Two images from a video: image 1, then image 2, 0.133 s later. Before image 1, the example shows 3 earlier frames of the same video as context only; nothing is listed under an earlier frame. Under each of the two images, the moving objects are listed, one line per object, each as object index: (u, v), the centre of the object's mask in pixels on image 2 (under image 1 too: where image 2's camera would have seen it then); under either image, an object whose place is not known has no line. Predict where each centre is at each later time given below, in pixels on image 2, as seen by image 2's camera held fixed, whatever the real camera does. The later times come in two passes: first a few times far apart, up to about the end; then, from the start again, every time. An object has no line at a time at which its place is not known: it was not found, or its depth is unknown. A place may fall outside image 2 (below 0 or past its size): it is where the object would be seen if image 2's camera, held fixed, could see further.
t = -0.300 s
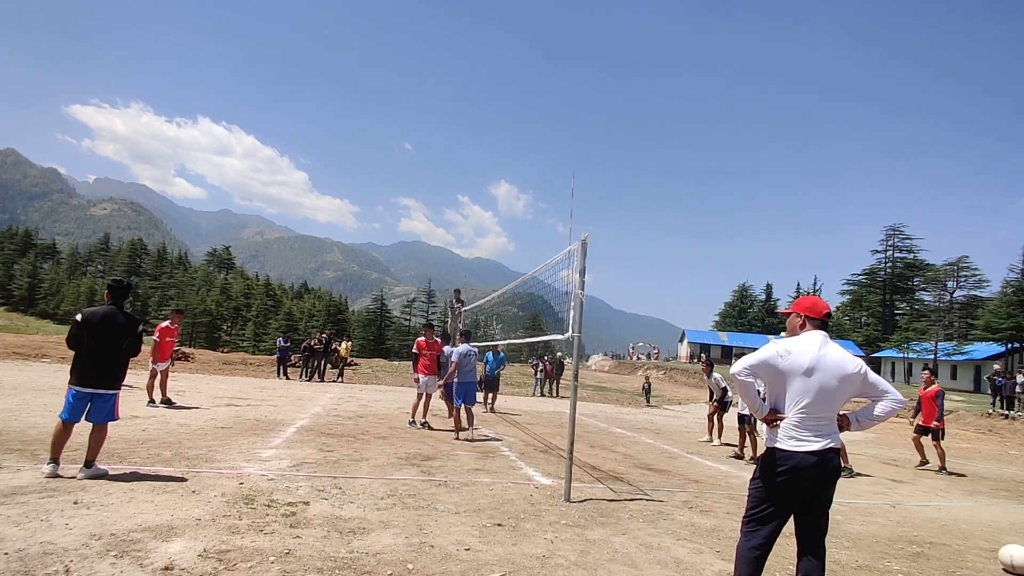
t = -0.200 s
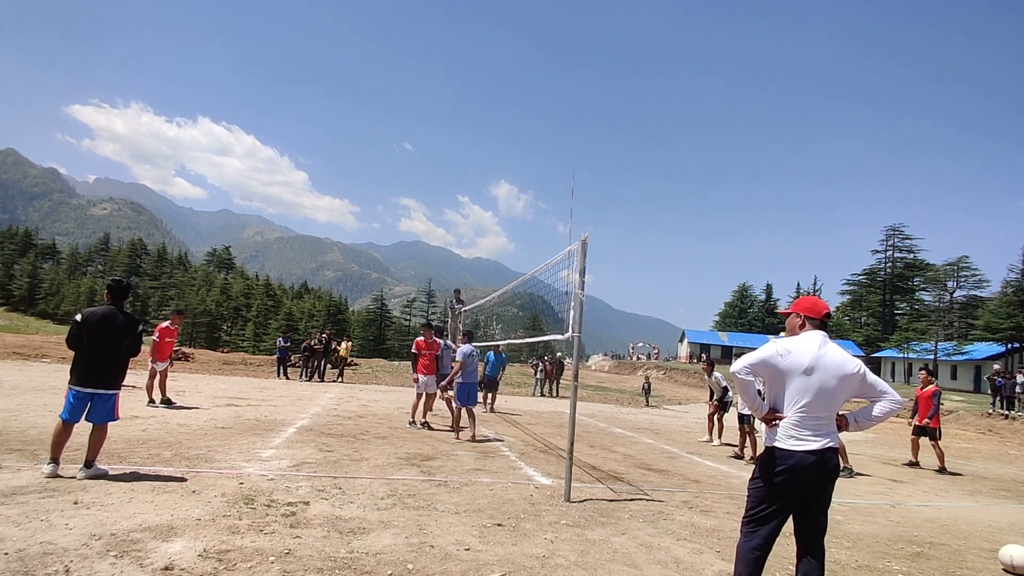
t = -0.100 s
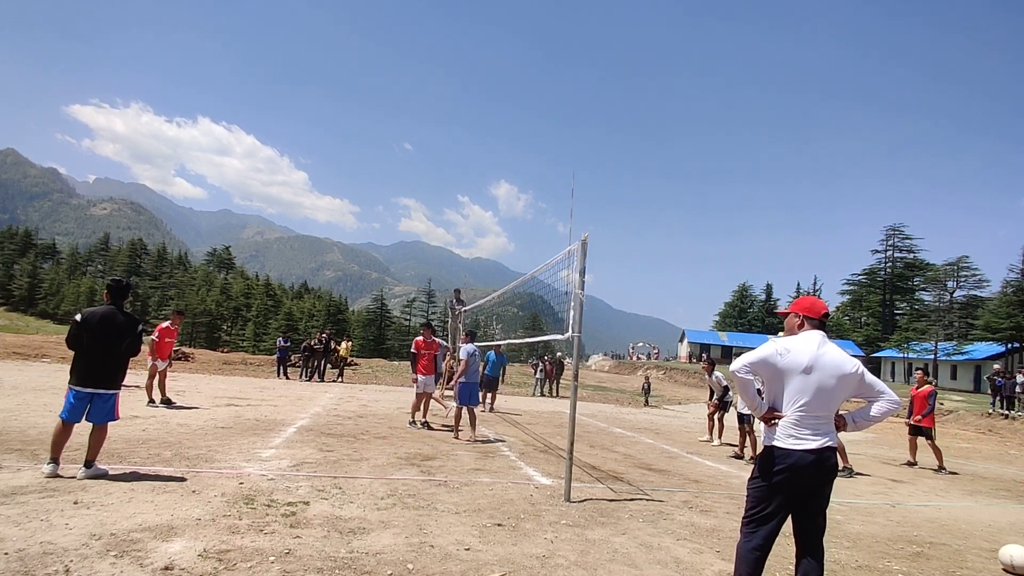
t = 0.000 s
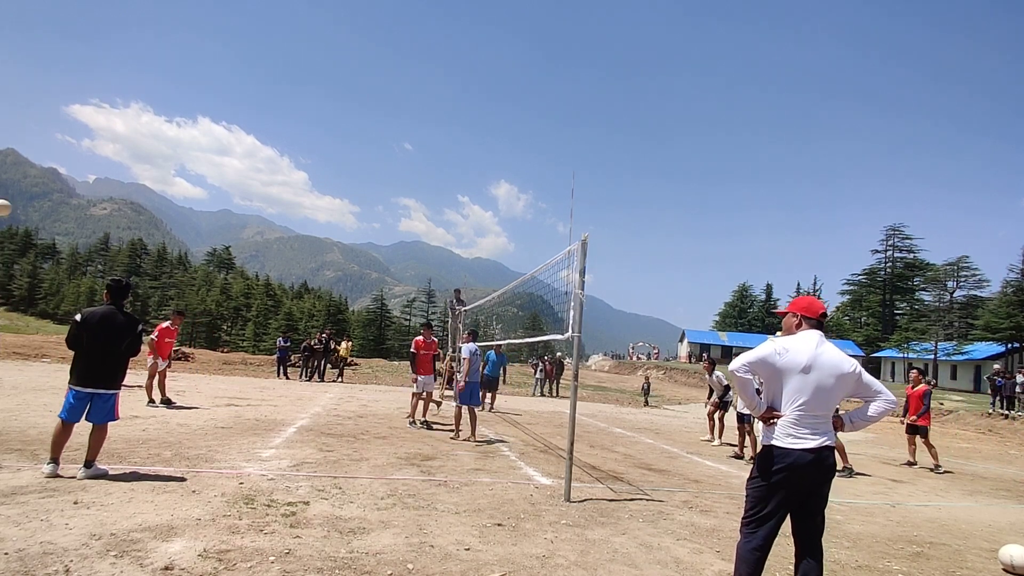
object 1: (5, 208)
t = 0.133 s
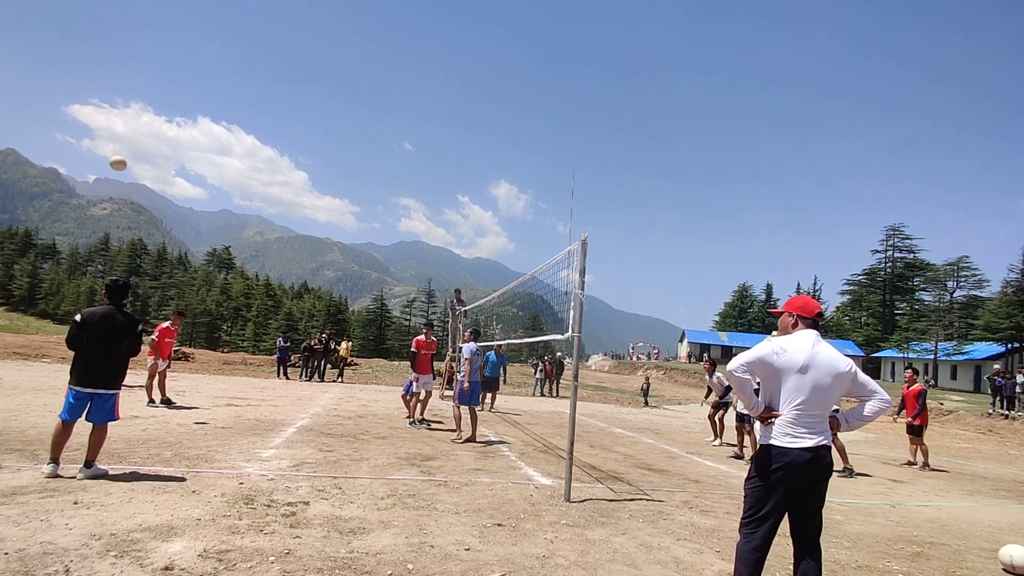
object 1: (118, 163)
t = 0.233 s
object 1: (197, 141)
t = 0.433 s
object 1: (339, 117)
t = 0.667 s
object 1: (483, 122)
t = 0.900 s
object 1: (611, 158)
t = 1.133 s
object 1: (729, 221)
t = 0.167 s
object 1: (145, 155)
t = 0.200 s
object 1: (171, 148)
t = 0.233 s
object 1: (197, 141)
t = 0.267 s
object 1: (222, 135)
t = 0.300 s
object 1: (247, 129)
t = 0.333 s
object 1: (270, 125)
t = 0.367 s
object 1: (293, 121)
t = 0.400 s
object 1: (316, 119)
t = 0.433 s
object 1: (339, 117)
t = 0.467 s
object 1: (361, 115)
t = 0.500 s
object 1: (382, 115)
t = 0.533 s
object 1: (403, 115)
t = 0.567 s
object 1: (424, 116)
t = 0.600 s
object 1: (444, 117)
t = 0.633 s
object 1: (464, 120)
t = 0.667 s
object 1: (483, 122)
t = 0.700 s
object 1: (502, 126)
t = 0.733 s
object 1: (521, 129)
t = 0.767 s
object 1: (540, 134)
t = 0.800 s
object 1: (558, 139)
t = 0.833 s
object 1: (576, 145)
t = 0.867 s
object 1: (594, 151)
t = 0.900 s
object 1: (611, 158)
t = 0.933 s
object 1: (629, 165)
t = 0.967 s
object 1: (646, 173)
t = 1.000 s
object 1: (663, 182)
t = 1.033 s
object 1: (680, 191)
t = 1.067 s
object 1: (696, 200)
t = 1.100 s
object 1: (712, 211)
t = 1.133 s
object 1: (729, 221)
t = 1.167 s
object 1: (745, 233)
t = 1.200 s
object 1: (761, 245)
